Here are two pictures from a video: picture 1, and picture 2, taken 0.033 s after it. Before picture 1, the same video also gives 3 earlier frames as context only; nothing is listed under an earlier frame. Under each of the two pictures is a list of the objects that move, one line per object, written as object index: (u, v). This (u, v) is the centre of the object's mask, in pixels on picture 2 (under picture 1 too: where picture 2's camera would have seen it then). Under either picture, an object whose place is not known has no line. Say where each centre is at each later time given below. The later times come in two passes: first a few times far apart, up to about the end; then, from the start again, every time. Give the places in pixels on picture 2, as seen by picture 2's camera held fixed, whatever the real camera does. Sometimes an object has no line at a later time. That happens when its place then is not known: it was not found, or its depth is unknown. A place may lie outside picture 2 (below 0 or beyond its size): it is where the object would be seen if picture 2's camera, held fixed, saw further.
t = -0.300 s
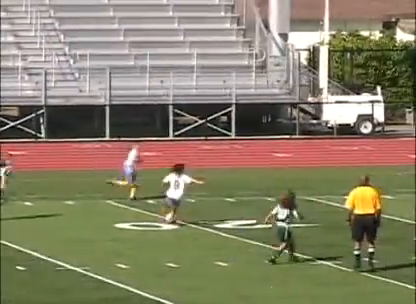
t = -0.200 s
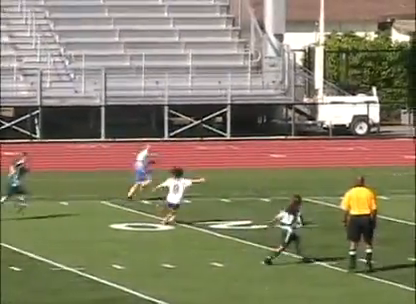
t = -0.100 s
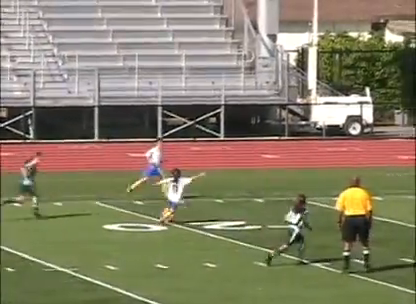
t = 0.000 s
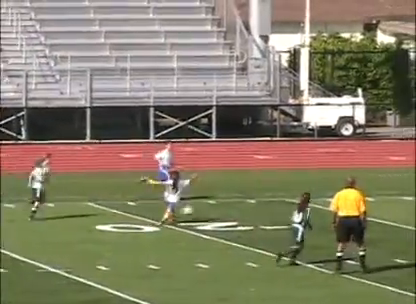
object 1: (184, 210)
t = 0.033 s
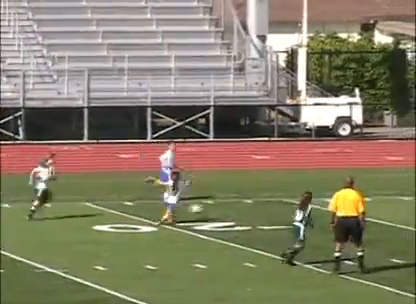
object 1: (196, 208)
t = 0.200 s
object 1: (247, 206)
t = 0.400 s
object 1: (297, 202)
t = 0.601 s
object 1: (337, 197)
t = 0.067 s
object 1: (206, 207)
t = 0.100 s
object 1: (217, 207)
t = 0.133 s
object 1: (227, 207)
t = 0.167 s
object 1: (237, 207)
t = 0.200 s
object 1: (247, 206)
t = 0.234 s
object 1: (257, 208)
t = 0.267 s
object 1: (266, 207)
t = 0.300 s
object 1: (274, 206)
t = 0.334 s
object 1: (282, 204)
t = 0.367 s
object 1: (290, 202)
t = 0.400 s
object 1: (297, 202)
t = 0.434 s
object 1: (304, 202)
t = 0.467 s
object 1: (311, 203)
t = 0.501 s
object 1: (319, 203)
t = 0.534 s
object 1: (324, 202)
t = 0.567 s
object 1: (331, 199)
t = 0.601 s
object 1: (337, 197)
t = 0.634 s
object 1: (343, 196)
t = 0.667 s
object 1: (348, 196)
